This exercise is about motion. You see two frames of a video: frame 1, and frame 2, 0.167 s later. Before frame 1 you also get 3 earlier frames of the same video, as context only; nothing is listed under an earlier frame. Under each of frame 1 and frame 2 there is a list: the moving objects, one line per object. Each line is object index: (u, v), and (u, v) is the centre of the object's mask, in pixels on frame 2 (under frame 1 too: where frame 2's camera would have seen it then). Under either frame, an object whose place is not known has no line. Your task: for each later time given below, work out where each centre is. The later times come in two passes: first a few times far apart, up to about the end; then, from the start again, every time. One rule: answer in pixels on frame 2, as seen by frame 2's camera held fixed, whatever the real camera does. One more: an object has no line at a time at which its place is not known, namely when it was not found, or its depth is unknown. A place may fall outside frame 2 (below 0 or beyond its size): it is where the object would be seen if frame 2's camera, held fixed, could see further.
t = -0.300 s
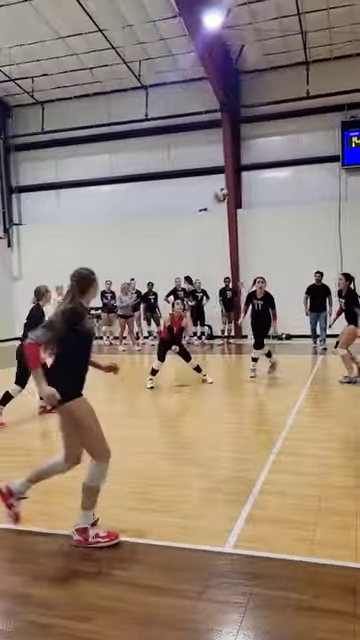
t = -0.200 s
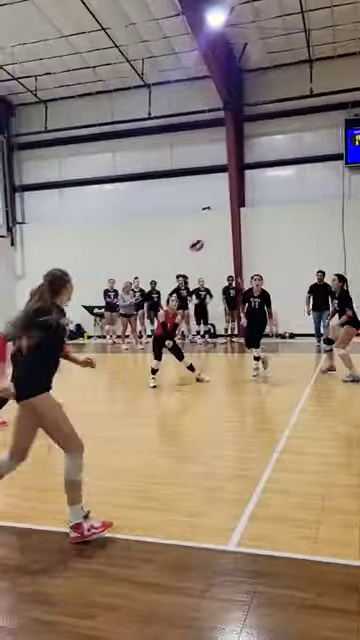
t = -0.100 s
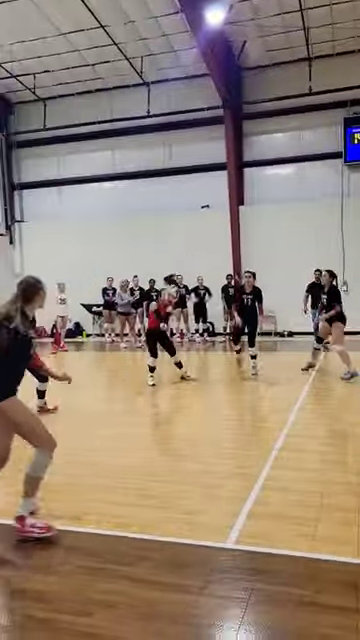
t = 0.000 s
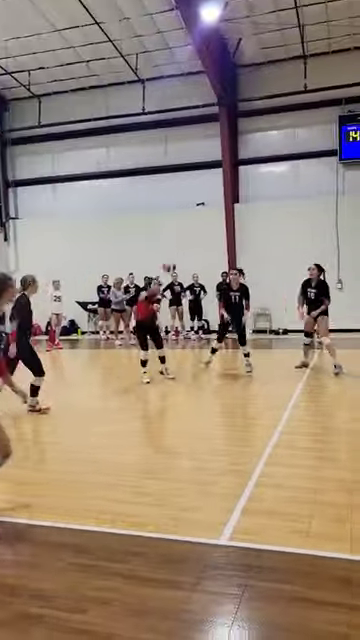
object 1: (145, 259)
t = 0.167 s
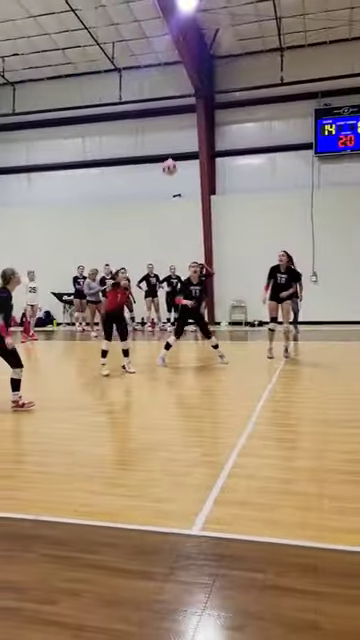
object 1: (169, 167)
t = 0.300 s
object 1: (189, 106)
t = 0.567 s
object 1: (234, 26)
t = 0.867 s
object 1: (284, 2)
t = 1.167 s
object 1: (343, 47)
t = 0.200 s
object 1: (175, 152)
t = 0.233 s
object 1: (180, 136)
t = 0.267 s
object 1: (185, 121)
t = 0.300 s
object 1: (189, 106)
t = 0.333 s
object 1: (195, 94)
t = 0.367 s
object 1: (200, 83)
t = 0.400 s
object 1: (206, 72)
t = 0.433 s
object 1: (211, 60)
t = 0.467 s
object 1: (216, 50)
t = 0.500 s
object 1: (221, 41)
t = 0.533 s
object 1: (228, 33)
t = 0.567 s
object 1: (234, 26)
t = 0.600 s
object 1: (239, 19)
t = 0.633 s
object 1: (244, 14)
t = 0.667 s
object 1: (251, 9)
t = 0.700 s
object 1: (256, 6)
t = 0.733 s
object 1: (263, 4)
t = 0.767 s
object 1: (269, 3)
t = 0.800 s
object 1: (274, 2)
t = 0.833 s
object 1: (277, 2)
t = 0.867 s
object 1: (284, 2)
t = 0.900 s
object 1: (290, 4)
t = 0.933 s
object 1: (298, 4)
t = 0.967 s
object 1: (305, 6)
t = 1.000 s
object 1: (312, 11)
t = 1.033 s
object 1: (317, 17)
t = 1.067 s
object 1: (324, 22)
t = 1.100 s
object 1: (330, 30)
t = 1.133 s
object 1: (336, 38)
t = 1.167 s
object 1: (343, 47)
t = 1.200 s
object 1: (349, 56)
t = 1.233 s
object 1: (355, 67)
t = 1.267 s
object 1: (360, 80)
